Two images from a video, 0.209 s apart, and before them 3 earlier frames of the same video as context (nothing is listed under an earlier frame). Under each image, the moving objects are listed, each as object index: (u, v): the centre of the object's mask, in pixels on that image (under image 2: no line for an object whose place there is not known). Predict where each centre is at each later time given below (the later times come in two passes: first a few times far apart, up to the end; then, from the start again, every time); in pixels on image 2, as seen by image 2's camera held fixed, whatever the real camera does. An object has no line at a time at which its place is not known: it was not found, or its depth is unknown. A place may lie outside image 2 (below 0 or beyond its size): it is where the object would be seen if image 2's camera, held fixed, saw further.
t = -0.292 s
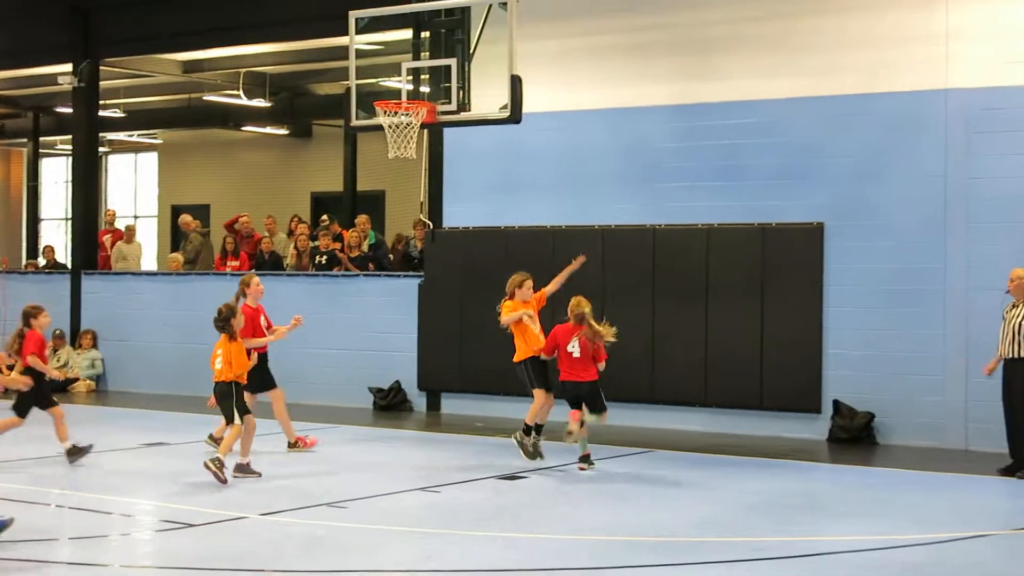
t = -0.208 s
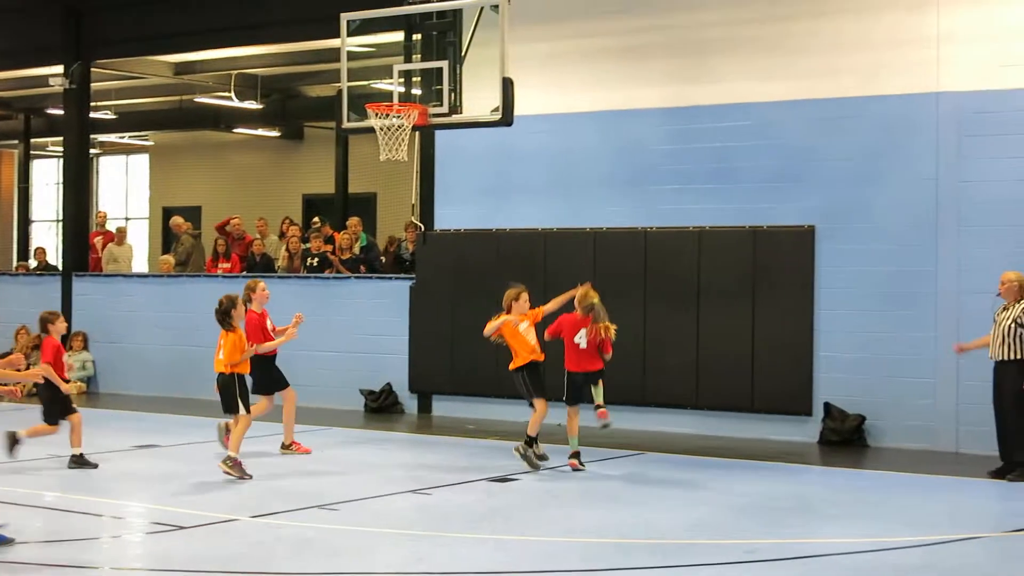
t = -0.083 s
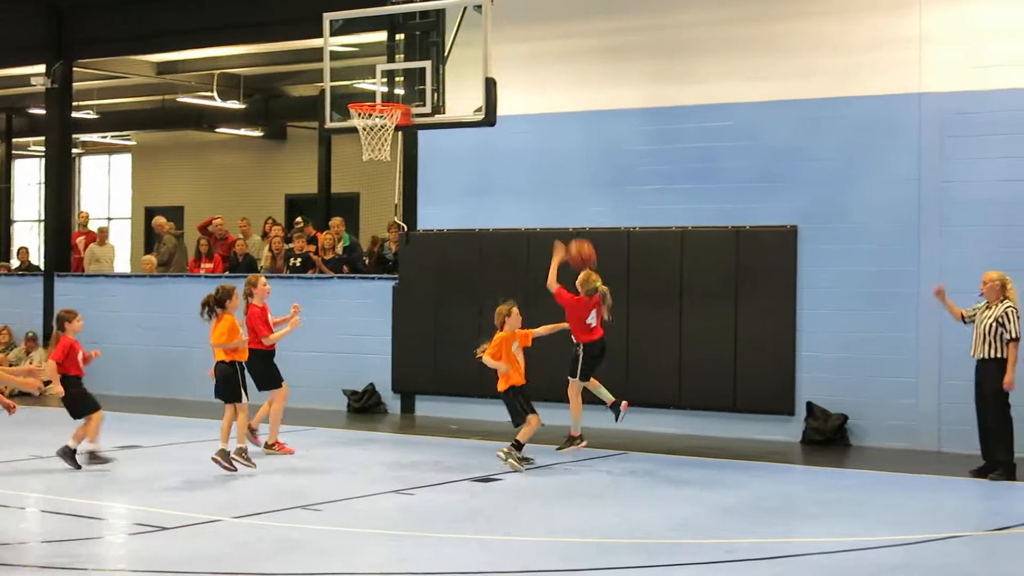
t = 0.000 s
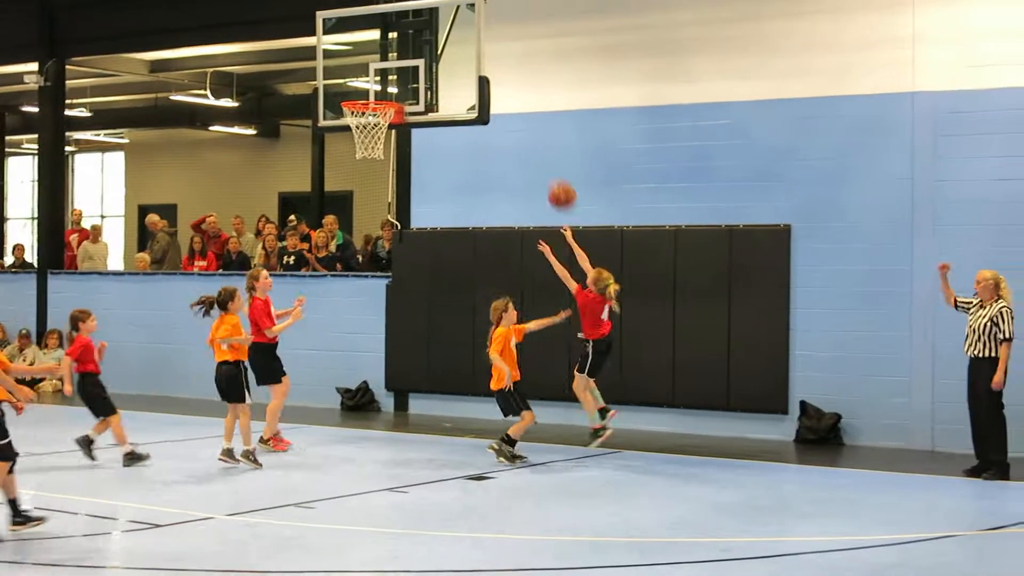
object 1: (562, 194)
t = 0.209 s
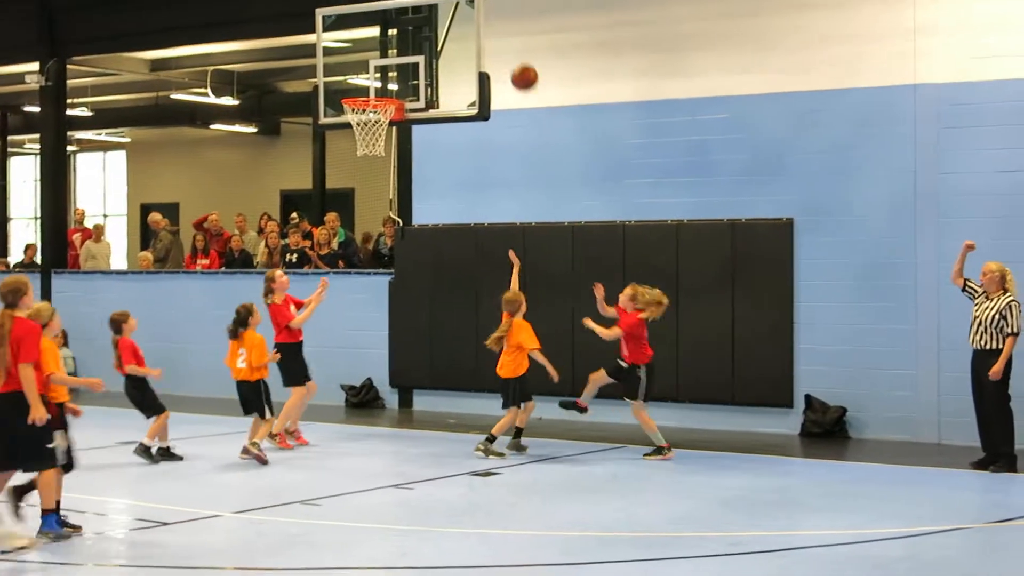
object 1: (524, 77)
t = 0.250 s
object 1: (517, 61)
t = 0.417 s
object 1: (488, 16)
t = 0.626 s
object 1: (453, 6)
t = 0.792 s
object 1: (425, 30)
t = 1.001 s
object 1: (390, 79)
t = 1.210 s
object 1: (351, 54)
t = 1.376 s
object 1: (323, 69)
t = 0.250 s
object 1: (517, 61)
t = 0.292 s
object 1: (510, 46)
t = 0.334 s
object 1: (503, 34)
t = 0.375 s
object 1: (495, 24)
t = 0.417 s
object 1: (488, 16)
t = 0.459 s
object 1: (480, 12)
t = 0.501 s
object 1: (474, 9)
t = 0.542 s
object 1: (467, 7)
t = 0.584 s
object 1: (460, 6)
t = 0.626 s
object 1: (453, 6)
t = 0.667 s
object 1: (446, 6)
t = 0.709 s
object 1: (438, 11)
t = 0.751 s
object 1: (432, 20)
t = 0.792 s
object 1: (425, 30)
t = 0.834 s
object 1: (419, 41)
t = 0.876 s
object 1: (411, 56)
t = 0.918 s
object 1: (404, 72)
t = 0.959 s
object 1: (398, 87)
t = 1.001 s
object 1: (390, 79)
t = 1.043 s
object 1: (381, 71)
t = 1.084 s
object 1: (374, 64)
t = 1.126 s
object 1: (366, 58)
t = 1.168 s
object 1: (359, 56)
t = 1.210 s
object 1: (351, 54)
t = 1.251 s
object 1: (344, 56)
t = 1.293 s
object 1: (337, 58)
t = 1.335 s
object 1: (328, 62)
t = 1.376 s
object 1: (323, 69)
